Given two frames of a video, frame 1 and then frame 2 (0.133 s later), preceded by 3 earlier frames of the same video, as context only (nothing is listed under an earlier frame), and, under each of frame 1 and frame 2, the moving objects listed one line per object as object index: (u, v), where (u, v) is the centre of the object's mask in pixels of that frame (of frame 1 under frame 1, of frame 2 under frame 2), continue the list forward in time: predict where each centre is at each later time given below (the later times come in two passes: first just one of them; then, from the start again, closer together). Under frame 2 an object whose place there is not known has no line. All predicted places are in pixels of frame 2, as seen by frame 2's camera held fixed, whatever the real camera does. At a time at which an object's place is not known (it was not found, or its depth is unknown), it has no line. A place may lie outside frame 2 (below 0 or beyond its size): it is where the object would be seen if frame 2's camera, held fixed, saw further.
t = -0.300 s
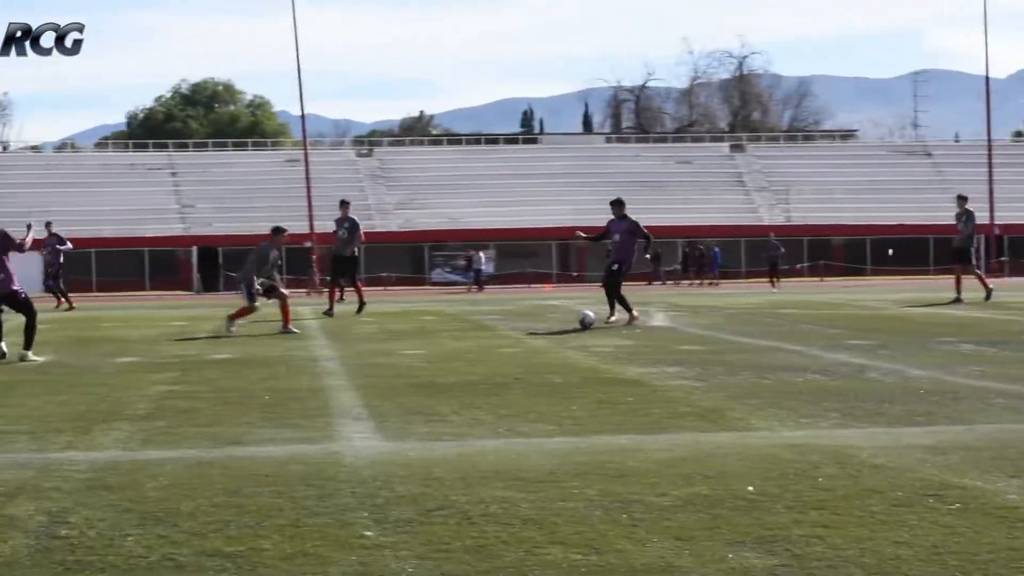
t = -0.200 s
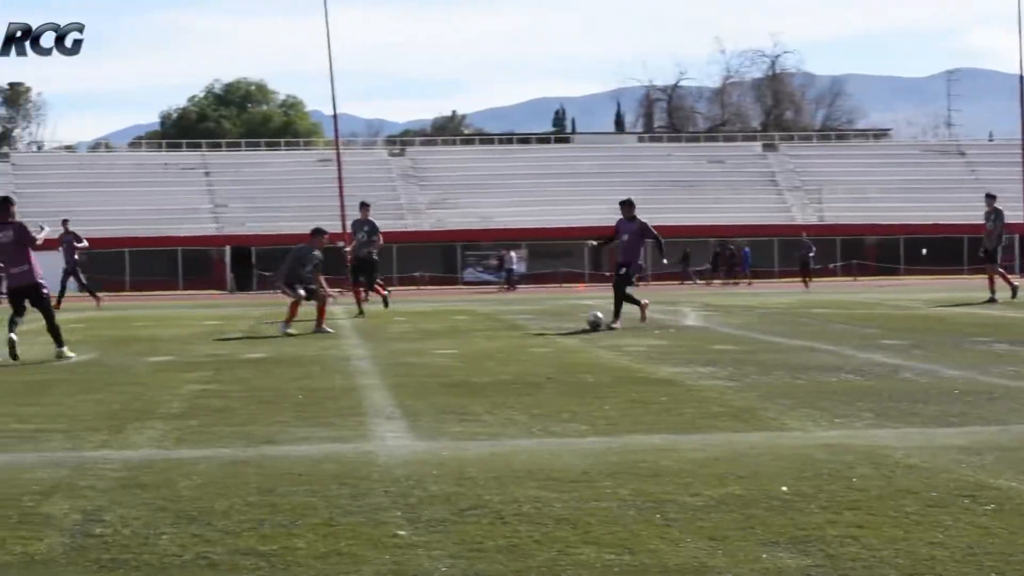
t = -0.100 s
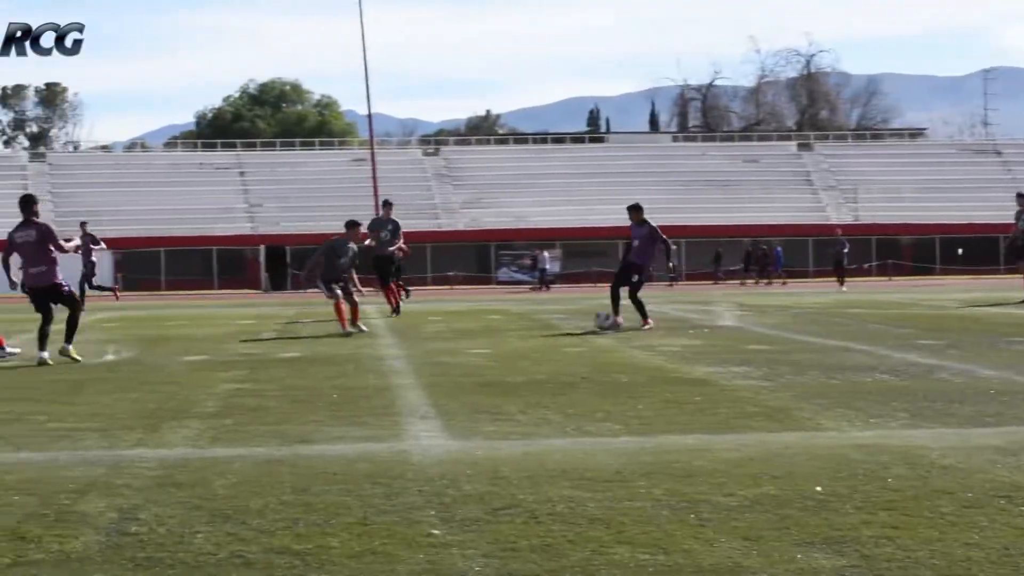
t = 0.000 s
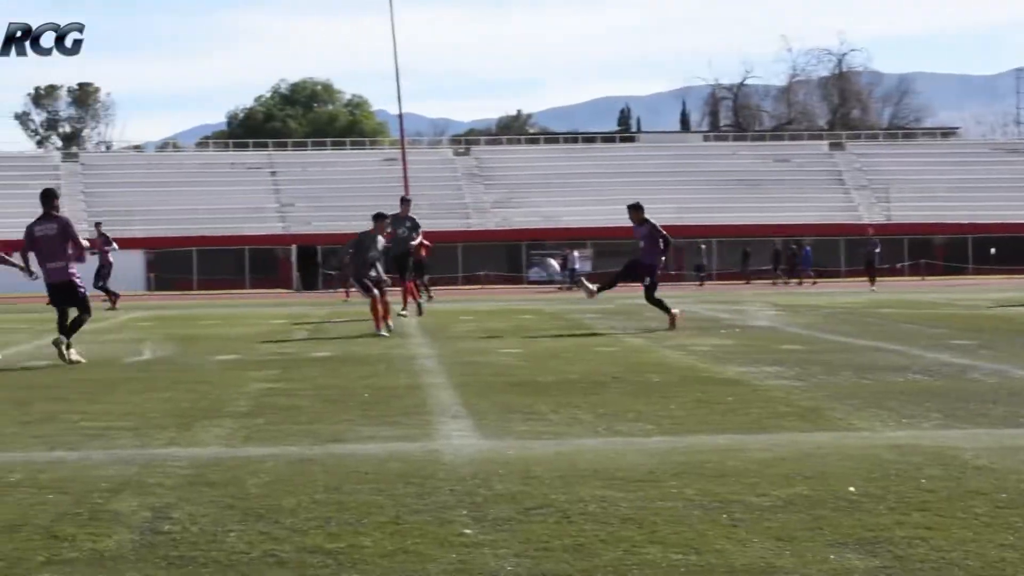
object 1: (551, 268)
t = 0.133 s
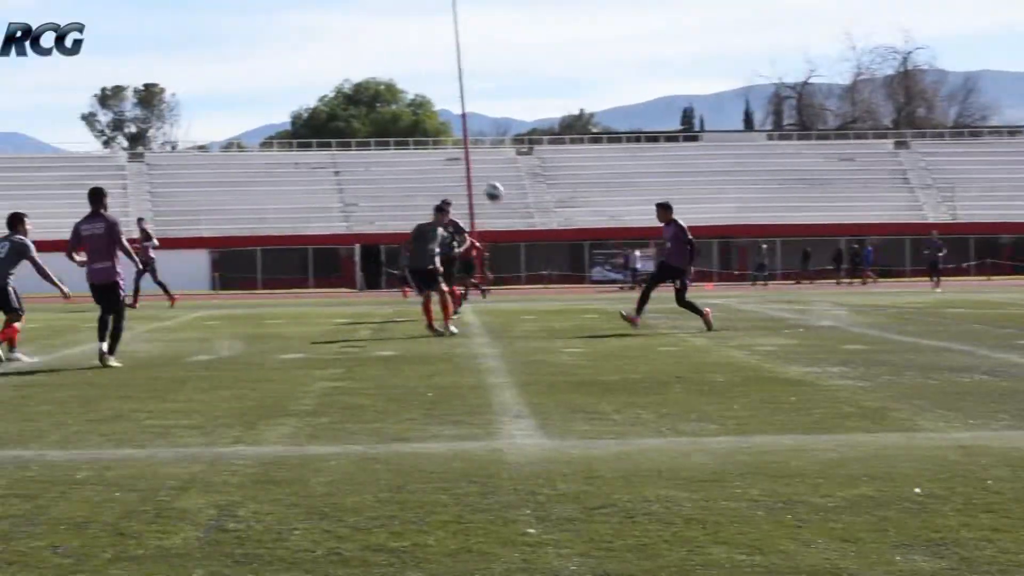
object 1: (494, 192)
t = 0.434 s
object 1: (203, 56)
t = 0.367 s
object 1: (271, 82)
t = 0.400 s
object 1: (237, 69)
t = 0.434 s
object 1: (203, 56)
